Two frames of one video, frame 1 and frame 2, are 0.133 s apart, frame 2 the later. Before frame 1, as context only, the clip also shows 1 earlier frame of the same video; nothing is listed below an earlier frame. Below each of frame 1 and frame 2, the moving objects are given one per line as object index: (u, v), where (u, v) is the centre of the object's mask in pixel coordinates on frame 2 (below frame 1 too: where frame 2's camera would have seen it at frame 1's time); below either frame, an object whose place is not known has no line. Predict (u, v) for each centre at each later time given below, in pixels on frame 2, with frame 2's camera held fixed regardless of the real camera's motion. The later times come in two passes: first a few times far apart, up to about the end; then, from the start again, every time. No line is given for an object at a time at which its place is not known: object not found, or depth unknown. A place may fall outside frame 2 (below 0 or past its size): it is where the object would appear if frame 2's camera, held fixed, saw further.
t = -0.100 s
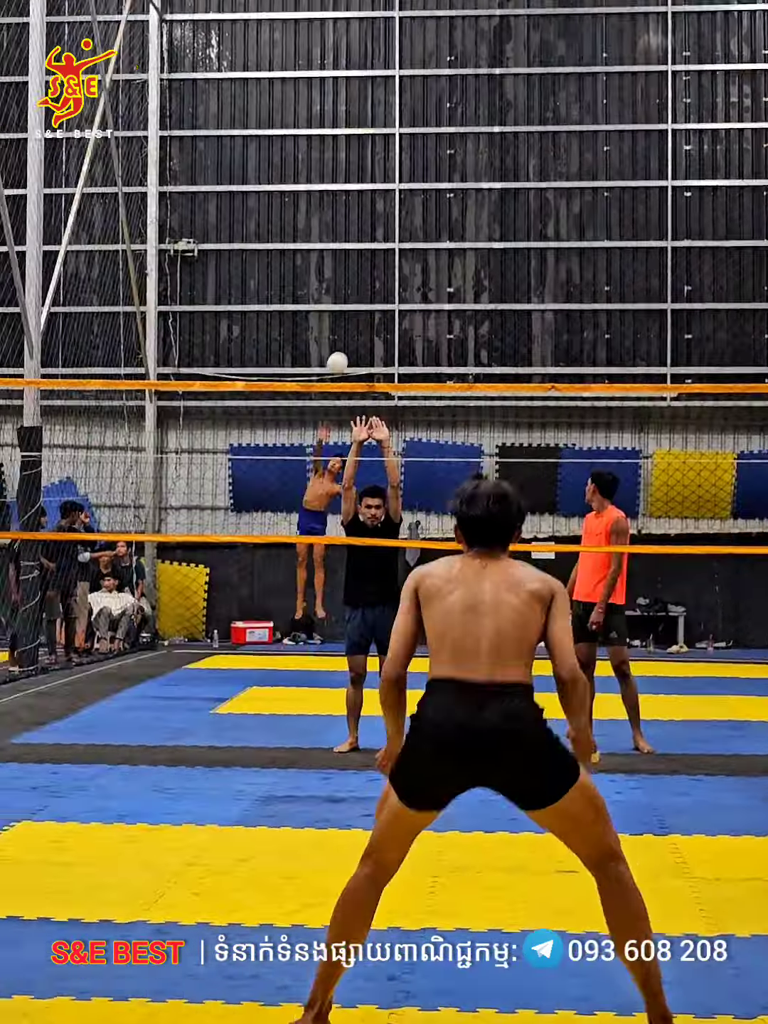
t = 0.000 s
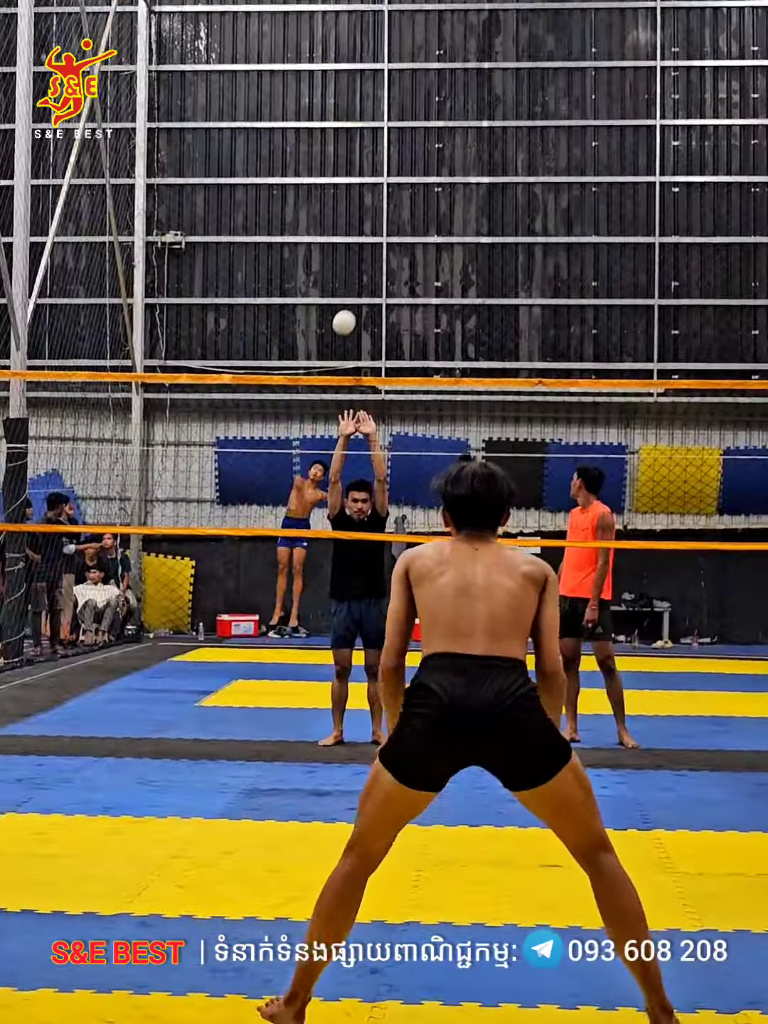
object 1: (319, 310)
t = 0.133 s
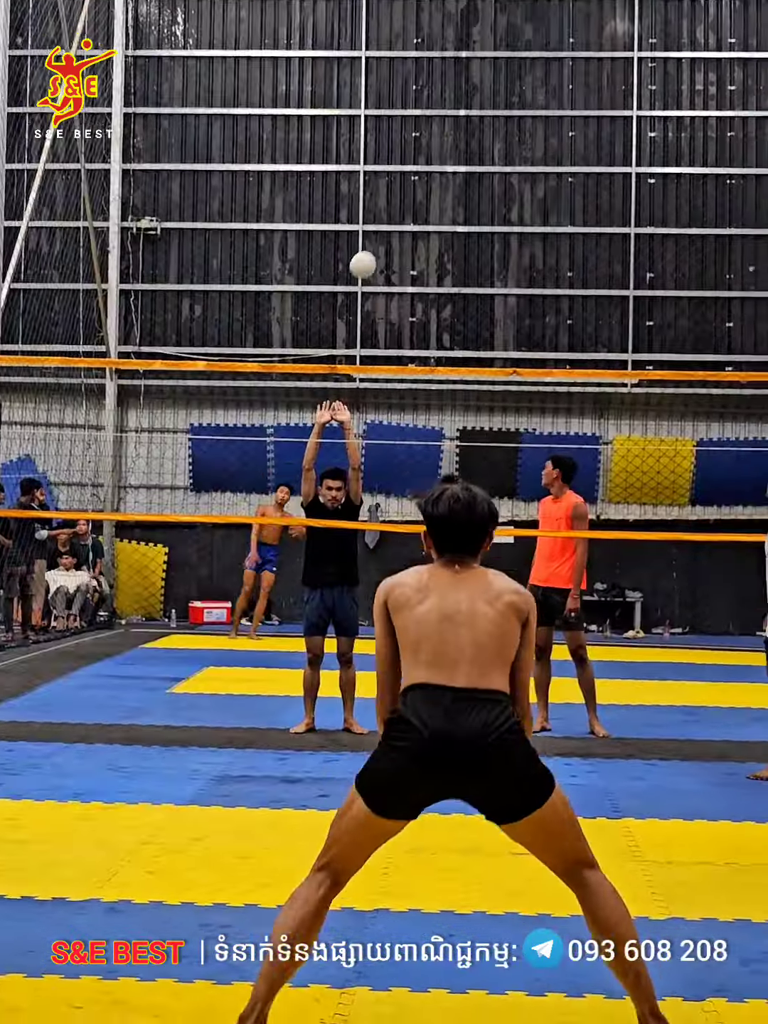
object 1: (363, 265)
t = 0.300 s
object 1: (447, 237)
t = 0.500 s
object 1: (610, 266)
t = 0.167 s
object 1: (376, 256)
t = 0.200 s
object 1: (392, 249)
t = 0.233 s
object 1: (408, 244)
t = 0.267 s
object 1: (427, 240)
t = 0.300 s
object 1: (447, 237)
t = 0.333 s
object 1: (470, 236)
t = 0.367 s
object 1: (496, 238)
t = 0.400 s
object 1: (524, 242)
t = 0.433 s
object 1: (556, 249)
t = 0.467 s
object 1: (591, 260)
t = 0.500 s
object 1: (610, 266)
